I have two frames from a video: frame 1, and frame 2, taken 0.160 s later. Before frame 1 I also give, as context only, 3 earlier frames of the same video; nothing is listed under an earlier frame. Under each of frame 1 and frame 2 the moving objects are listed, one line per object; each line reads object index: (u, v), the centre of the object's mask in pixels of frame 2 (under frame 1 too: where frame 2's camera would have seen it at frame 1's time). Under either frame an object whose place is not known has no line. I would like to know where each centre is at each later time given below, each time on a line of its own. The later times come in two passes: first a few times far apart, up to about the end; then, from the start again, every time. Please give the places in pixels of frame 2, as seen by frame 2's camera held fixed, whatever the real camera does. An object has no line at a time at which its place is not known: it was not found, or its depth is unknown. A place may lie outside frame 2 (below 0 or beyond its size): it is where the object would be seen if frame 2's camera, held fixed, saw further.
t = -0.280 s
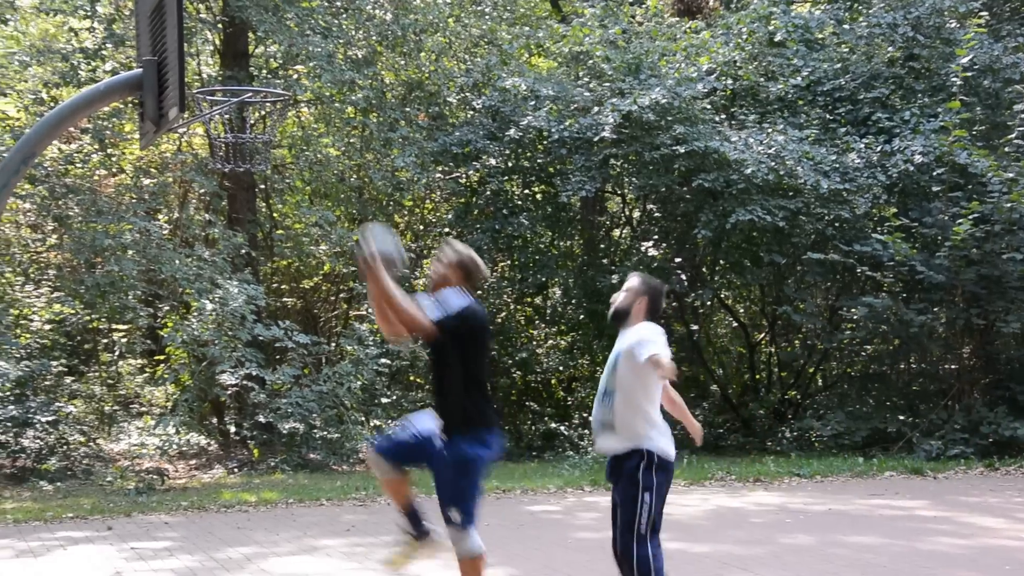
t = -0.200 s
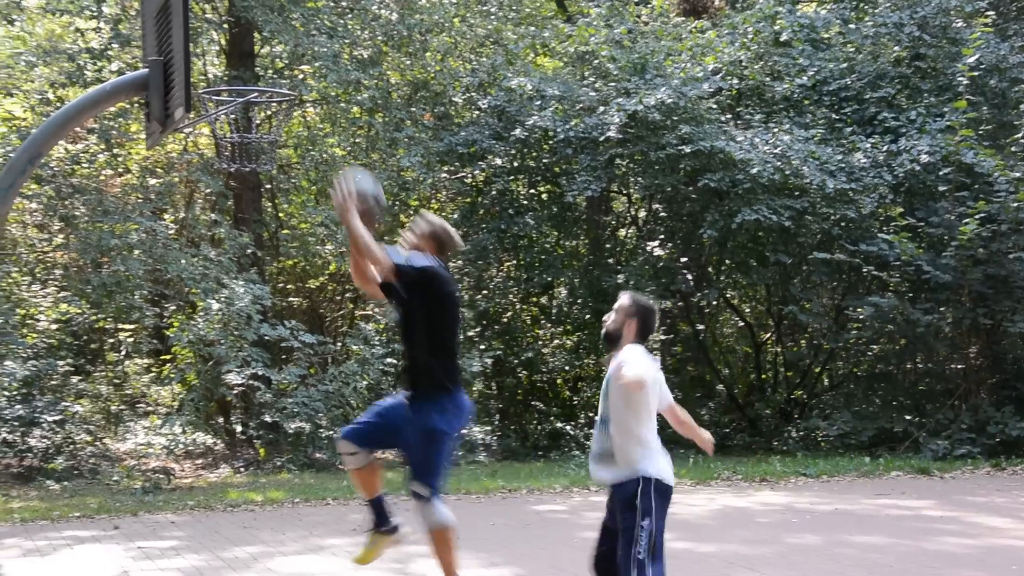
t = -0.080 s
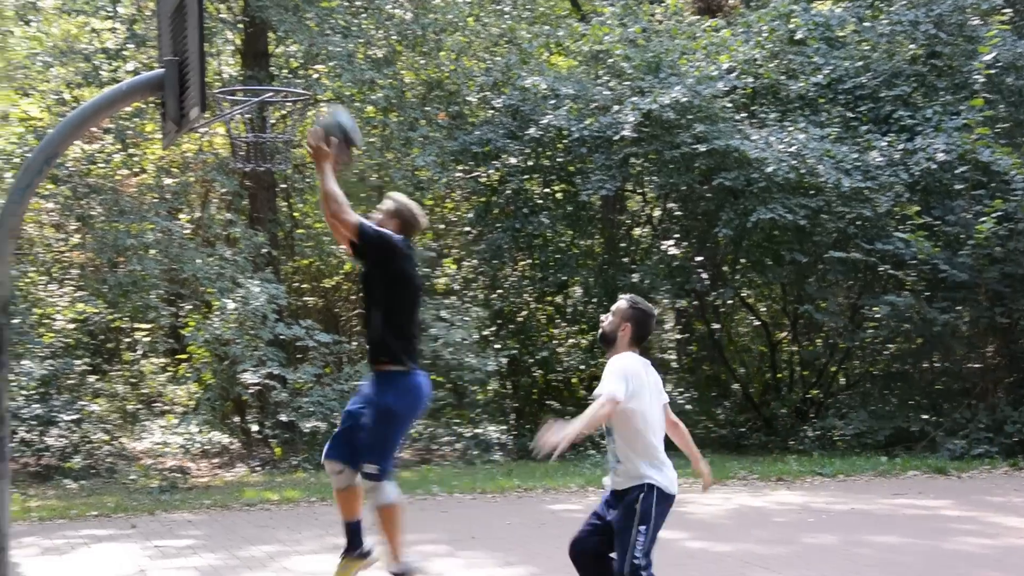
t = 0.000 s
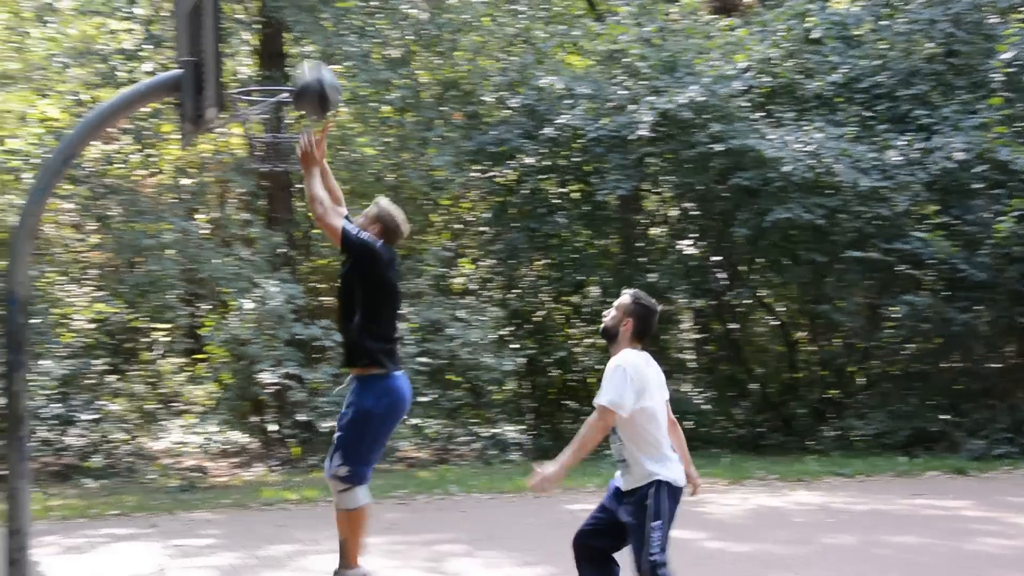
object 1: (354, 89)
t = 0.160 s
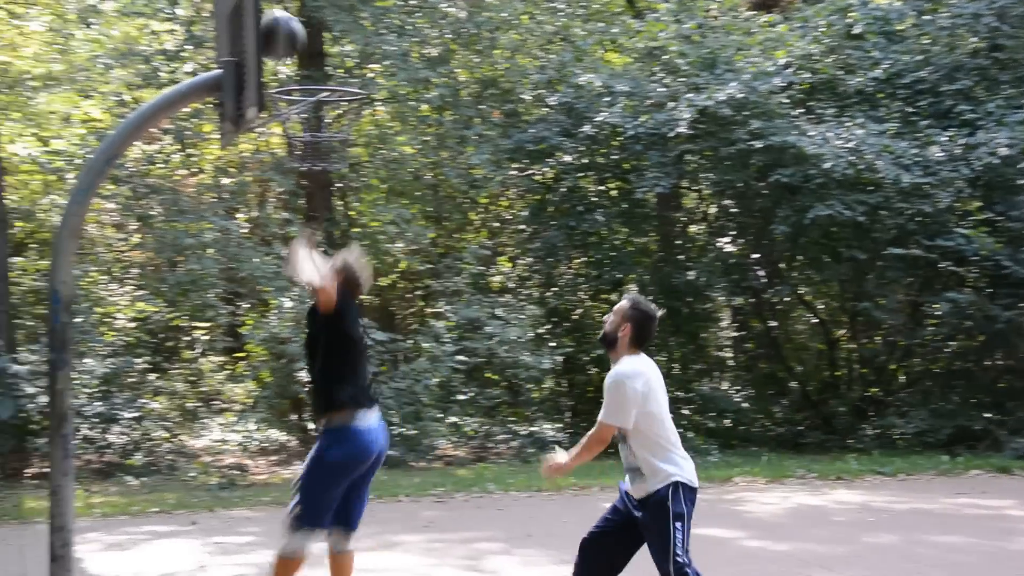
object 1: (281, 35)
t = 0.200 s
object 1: (279, 32)
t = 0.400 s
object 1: (337, 70)
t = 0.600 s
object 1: (316, 102)
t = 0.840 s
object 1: (344, 120)
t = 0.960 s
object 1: (327, 135)
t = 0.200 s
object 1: (279, 32)
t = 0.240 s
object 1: (289, 34)
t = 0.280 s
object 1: (302, 41)
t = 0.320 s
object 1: (313, 49)
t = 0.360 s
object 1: (324, 59)
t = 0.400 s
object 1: (337, 70)
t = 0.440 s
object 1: (337, 80)
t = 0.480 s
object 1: (322, 84)
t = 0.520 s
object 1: (305, 90)
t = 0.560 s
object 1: (303, 95)
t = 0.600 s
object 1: (316, 102)
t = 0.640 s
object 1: (332, 112)
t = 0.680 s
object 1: (340, 116)
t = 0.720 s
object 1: (343, 117)
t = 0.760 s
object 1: (345, 117)
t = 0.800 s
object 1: (346, 119)
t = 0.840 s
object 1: (344, 120)
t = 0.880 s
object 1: (340, 123)
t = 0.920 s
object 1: (333, 128)
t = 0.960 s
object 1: (327, 135)
